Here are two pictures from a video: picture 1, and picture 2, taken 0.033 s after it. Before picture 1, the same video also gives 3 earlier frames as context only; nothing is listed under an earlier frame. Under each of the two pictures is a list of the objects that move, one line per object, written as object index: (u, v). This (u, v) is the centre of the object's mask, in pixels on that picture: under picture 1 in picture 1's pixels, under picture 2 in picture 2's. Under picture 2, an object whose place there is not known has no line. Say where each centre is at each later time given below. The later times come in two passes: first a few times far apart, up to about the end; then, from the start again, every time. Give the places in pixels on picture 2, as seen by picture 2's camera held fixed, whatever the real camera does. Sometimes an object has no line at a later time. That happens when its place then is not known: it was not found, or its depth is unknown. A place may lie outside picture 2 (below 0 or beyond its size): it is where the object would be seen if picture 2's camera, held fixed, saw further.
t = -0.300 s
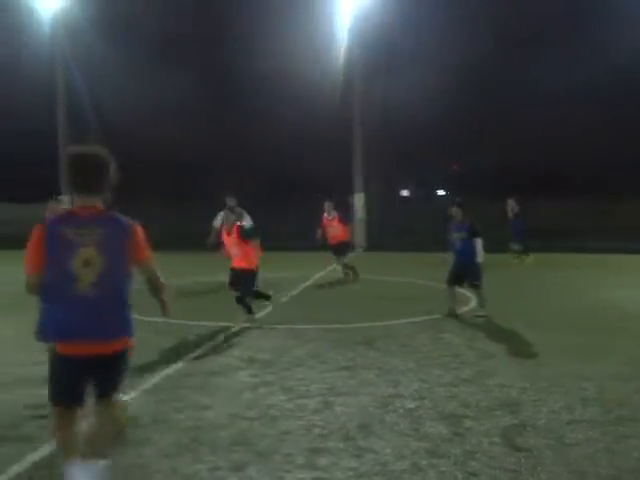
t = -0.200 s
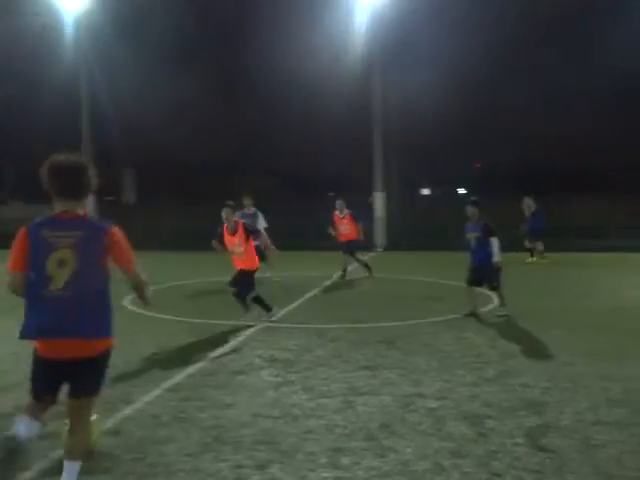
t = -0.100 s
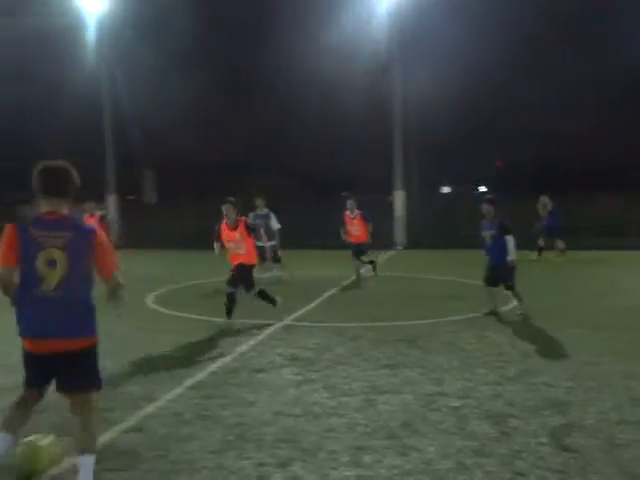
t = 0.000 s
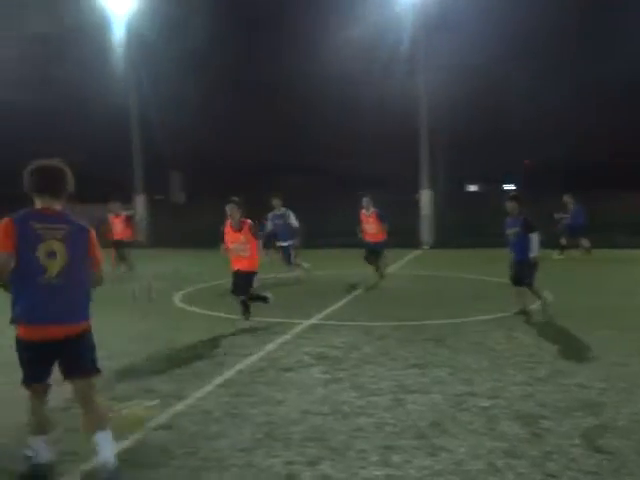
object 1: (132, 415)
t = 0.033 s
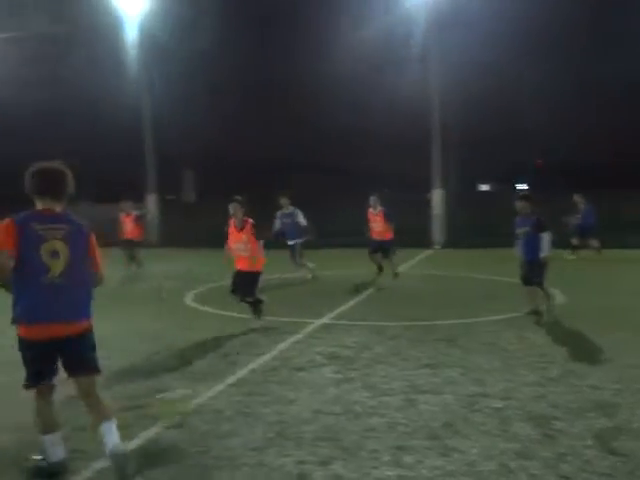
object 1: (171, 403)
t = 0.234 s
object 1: (317, 383)
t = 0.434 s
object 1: (401, 362)
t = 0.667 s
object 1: (462, 347)
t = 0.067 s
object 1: (203, 395)
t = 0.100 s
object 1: (235, 389)
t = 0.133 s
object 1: (258, 386)
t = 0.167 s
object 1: (280, 385)
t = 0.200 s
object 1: (297, 387)
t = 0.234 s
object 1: (317, 383)
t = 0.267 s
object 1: (331, 378)
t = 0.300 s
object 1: (348, 373)
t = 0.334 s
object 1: (361, 370)
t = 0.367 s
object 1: (378, 366)
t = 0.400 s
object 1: (385, 363)
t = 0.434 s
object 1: (401, 362)
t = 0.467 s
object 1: (411, 356)
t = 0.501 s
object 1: (420, 357)
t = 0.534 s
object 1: (429, 354)
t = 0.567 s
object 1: (438, 353)
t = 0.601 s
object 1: (445, 351)
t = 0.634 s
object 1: (452, 350)
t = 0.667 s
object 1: (462, 347)
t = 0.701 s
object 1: (468, 345)
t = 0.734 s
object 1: (477, 344)
